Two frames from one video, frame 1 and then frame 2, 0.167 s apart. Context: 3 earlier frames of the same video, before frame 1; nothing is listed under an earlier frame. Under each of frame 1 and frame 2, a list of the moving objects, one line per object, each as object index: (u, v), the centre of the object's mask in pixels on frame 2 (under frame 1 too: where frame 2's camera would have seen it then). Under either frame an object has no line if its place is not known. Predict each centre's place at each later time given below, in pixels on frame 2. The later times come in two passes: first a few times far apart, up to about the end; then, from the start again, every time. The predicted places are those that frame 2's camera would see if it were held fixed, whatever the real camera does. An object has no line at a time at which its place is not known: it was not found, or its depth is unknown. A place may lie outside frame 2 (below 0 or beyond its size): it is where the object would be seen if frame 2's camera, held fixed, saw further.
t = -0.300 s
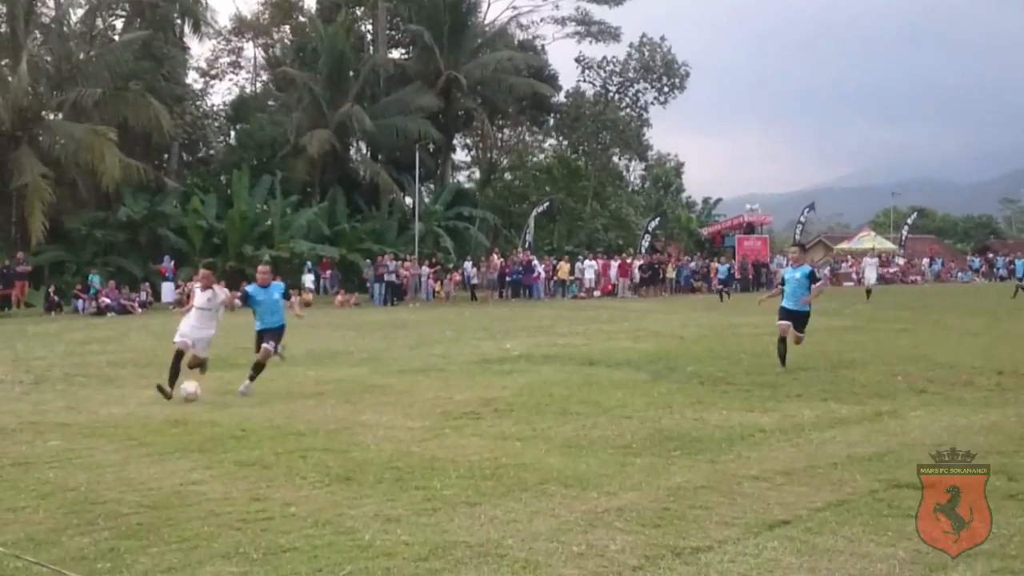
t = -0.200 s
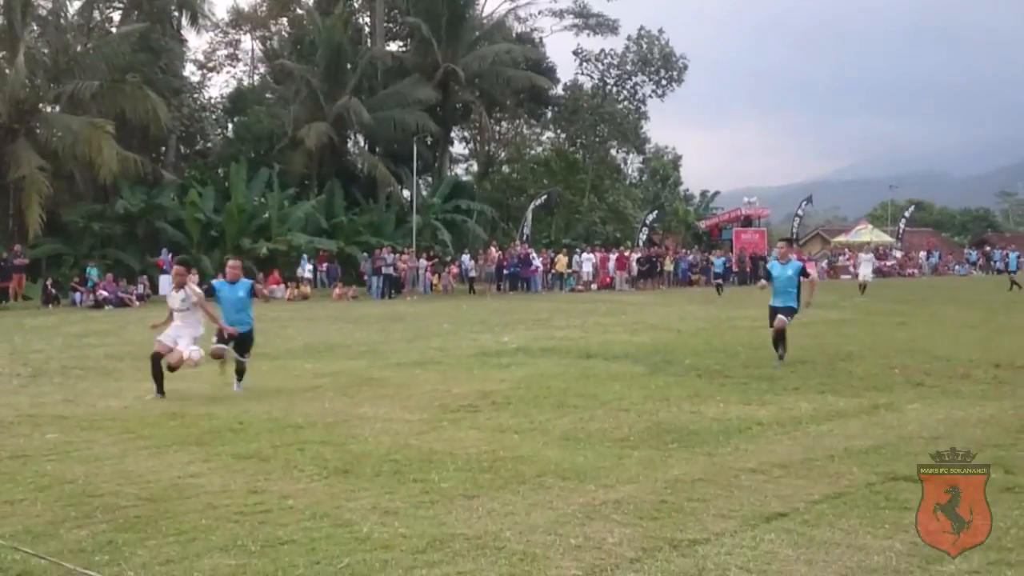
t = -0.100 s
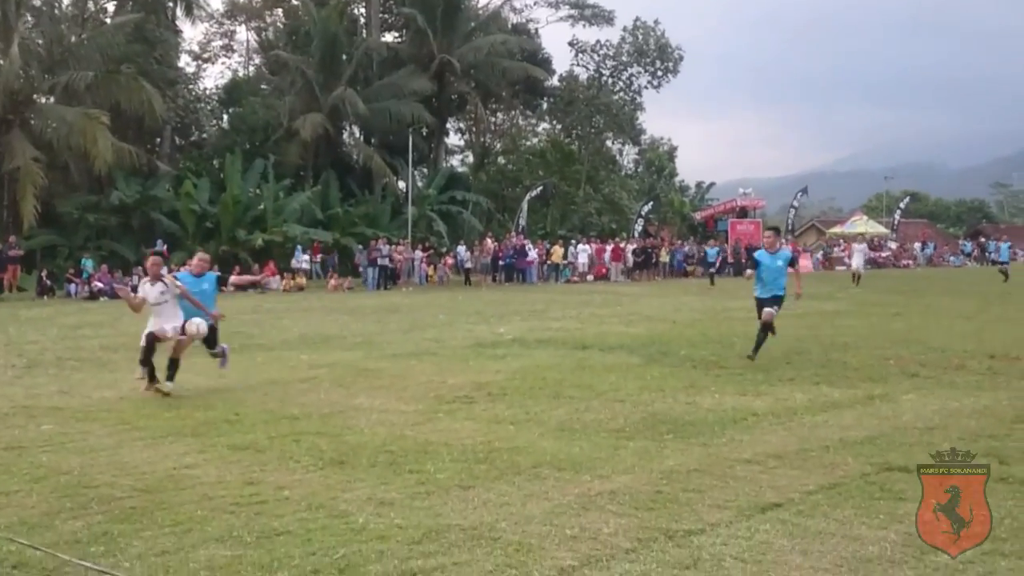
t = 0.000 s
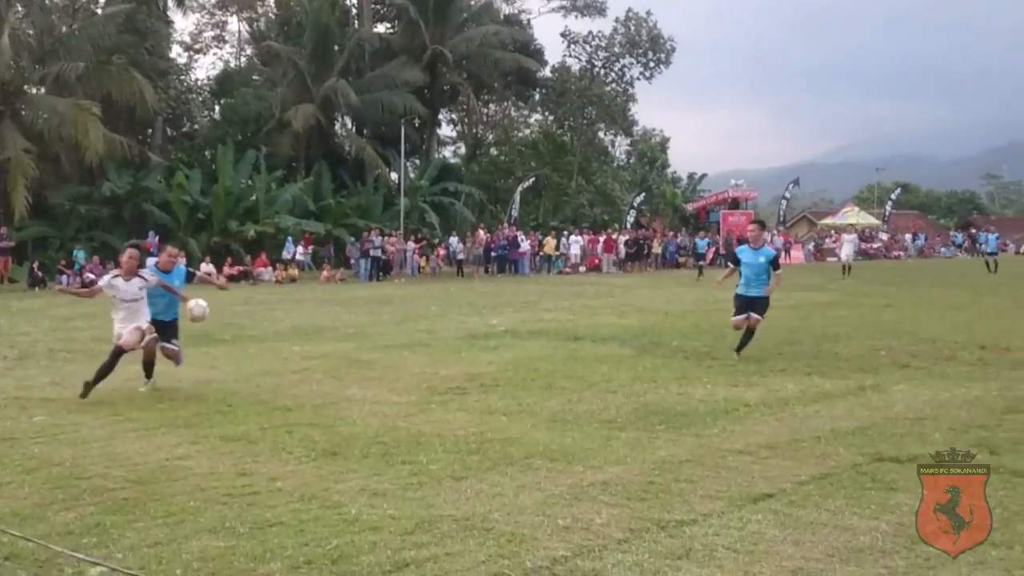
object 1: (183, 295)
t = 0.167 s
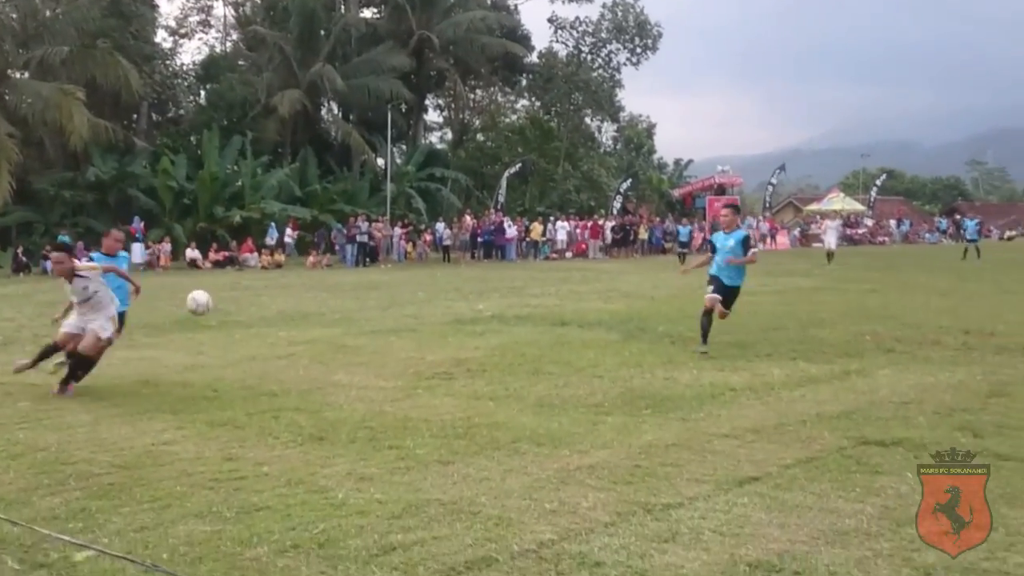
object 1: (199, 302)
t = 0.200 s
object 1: (202, 308)
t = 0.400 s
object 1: (227, 373)
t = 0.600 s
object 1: (256, 383)
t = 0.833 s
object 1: (299, 404)
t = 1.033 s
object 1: (345, 452)
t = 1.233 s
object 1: (397, 488)
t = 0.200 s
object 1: (202, 308)
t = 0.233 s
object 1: (206, 315)
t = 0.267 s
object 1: (210, 323)
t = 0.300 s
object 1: (214, 333)
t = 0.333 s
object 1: (218, 345)
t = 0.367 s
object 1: (223, 358)
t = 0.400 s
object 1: (227, 373)
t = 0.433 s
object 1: (231, 390)
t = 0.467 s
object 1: (237, 405)
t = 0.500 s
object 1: (241, 397)
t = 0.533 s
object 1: (246, 391)
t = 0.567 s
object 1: (251, 386)
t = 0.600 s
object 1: (256, 383)
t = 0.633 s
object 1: (262, 380)
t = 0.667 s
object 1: (268, 380)
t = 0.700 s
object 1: (273, 381)
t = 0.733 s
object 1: (280, 384)
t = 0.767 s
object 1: (287, 388)
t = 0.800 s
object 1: (293, 396)
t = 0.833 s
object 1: (299, 404)
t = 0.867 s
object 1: (307, 415)
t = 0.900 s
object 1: (314, 428)
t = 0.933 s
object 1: (321, 442)
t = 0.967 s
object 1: (329, 456)
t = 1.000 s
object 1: (337, 454)
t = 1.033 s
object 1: (345, 452)
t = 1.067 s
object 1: (352, 452)
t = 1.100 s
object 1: (361, 454)
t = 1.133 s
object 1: (370, 459)
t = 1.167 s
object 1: (378, 466)
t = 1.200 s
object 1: (387, 476)
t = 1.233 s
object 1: (397, 488)
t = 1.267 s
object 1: (407, 504)
